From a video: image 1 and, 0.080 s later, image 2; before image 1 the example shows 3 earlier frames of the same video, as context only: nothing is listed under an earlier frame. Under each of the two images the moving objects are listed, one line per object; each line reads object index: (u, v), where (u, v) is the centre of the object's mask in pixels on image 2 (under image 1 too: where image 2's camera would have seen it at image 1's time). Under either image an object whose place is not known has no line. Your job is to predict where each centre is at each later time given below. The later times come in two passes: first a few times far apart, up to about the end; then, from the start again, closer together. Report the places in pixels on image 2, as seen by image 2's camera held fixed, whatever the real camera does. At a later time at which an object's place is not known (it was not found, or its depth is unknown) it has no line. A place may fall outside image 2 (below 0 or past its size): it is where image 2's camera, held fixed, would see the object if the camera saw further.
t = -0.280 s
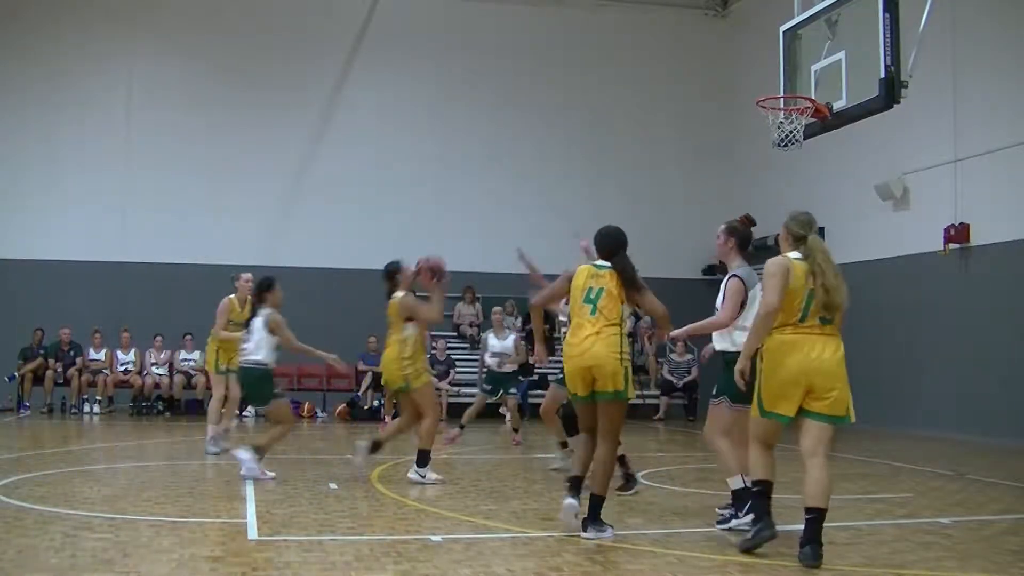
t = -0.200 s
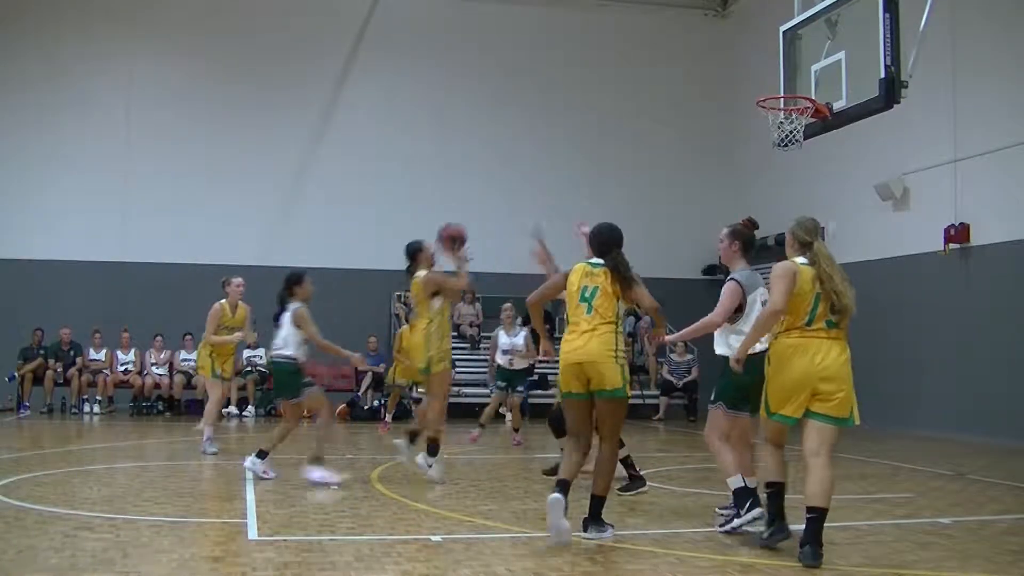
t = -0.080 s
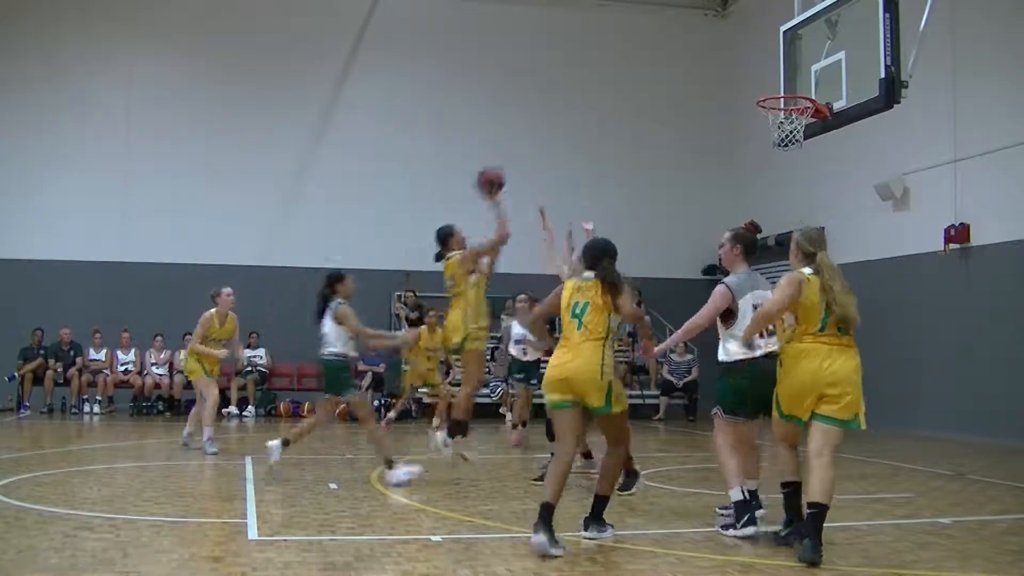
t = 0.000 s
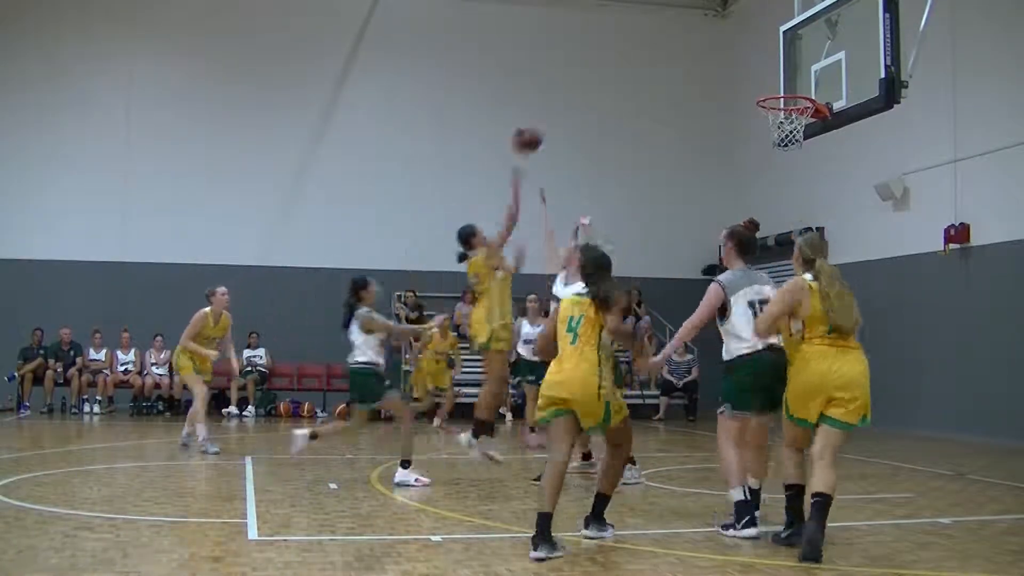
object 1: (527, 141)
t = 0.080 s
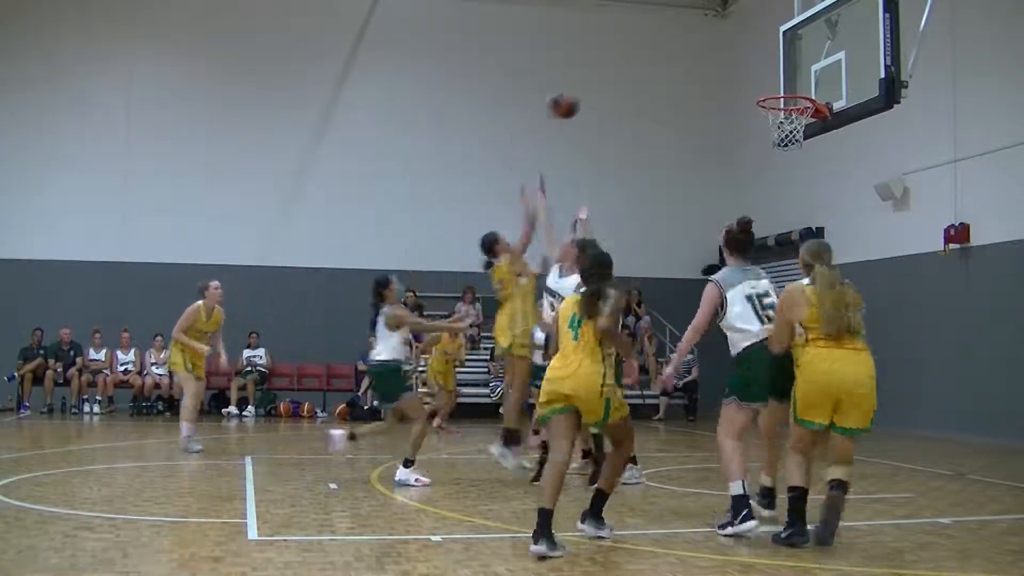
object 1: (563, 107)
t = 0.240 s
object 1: (635, 64)
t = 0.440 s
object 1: (721, 56)
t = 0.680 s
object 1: (800, 87)
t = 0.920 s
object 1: (792, 89)
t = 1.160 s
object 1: (758, 133)
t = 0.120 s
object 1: (581, 94)
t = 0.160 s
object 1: (601, 81)
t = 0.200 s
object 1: (618, 71)
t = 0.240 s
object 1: (635, 64)
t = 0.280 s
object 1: (654, 58)
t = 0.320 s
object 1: (670, 55)
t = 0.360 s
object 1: (687, 53)
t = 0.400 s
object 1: (704, 54)
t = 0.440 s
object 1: (721, 56)
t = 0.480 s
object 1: (737, 60)
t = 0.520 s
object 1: (754, 67)
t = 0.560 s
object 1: (771, 74)
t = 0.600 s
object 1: (788, 83)
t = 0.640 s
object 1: (800, 87)
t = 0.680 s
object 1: (800, 87)
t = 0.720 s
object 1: (800, 88)
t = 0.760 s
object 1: (799, 88)
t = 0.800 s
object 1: (799, 87)
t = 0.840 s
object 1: (799, 87)
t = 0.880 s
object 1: (799, 88)
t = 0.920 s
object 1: (792, 89)
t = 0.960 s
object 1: (787, 90)
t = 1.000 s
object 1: (781, 90)
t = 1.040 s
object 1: (776, 93)
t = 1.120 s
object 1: (759, 124)
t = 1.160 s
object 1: (758, 133)
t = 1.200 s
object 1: (754, 147)
